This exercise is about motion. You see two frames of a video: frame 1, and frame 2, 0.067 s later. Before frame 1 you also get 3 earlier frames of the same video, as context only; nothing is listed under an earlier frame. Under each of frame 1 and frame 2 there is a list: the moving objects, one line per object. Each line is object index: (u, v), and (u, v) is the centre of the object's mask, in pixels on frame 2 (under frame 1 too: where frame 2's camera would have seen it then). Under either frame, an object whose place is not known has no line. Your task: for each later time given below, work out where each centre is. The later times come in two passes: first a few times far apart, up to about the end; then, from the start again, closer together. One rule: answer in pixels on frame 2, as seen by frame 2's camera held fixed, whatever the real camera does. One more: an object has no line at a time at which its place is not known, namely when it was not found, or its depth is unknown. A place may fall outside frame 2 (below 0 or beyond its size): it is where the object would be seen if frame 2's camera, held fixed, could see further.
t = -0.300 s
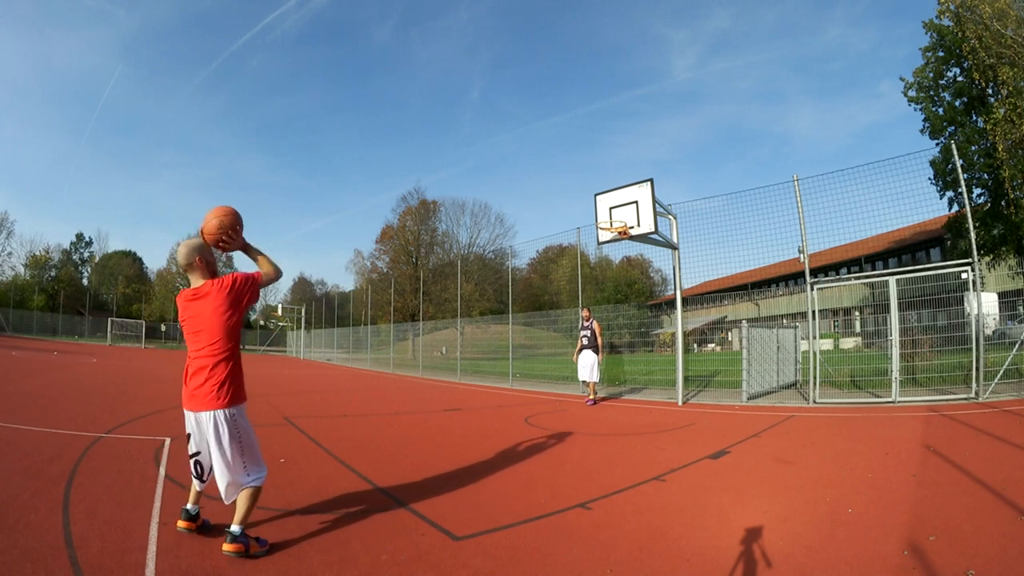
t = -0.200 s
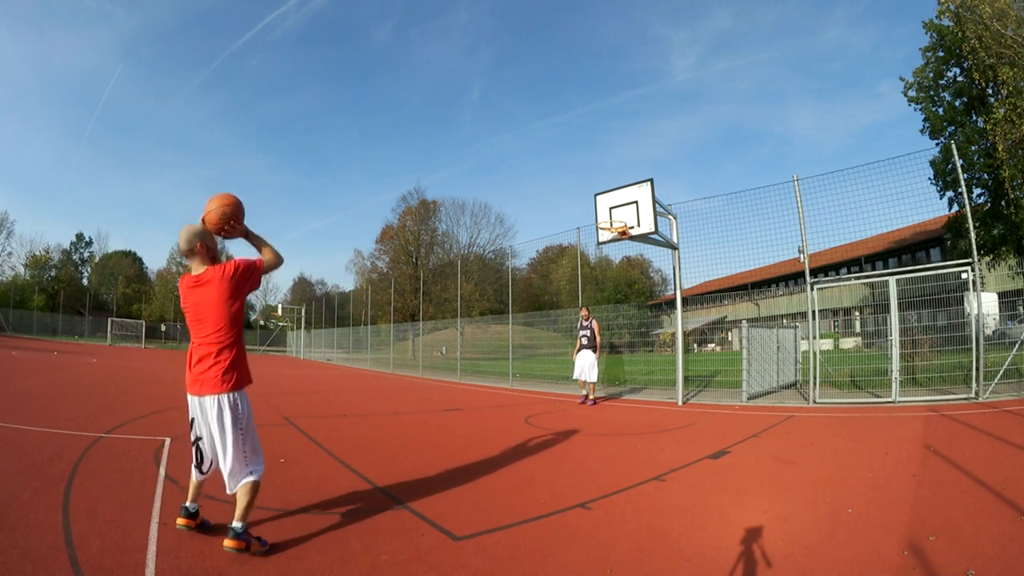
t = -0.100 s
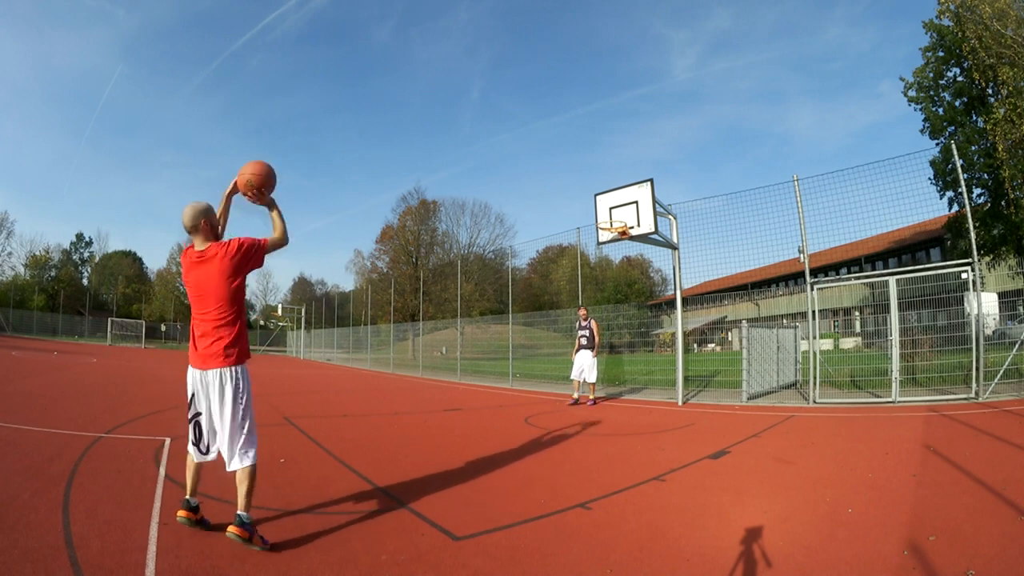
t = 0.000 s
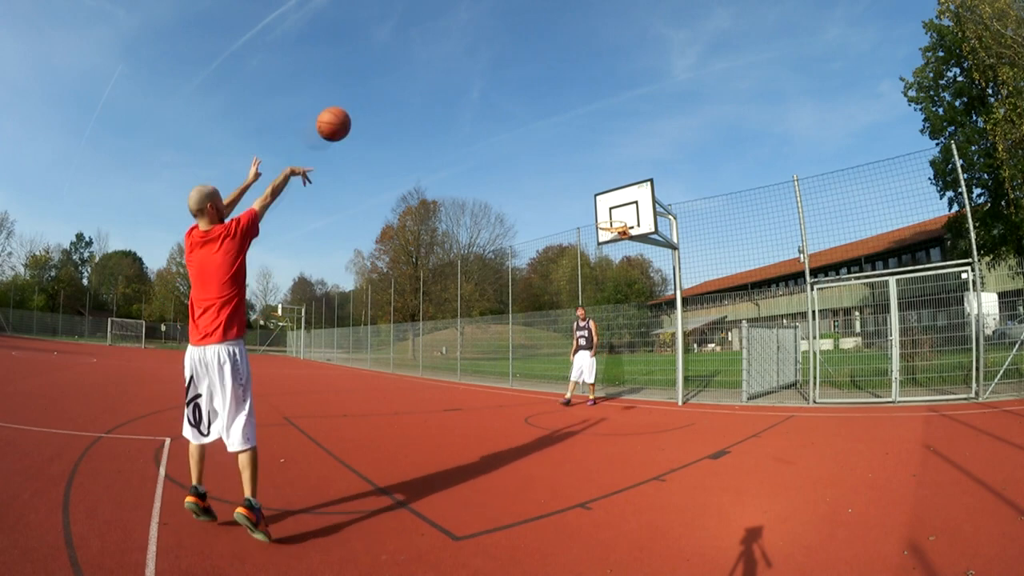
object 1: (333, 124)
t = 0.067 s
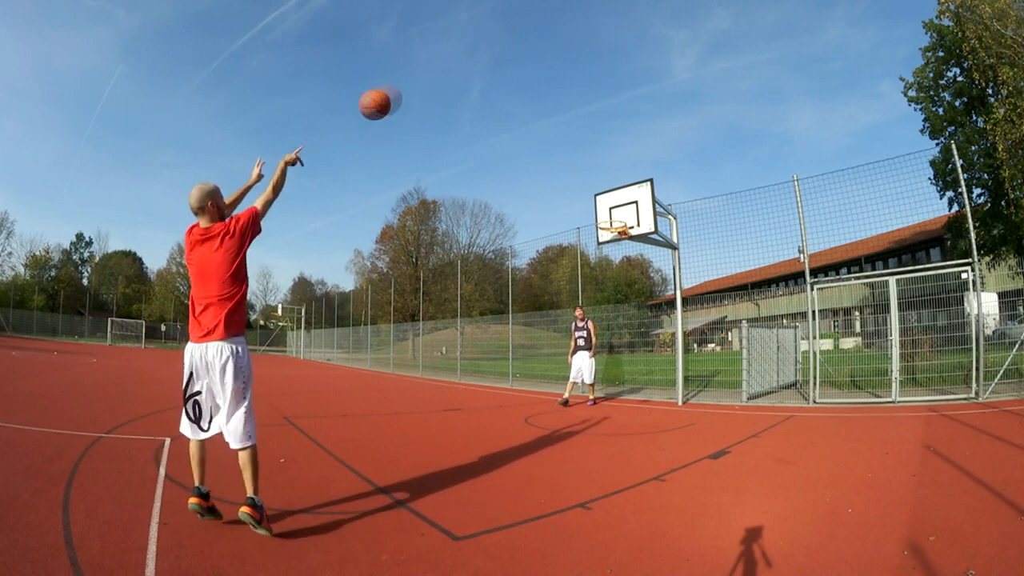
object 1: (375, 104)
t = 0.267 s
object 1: (470, 84)
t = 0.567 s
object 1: (549, 120)
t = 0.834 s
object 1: (594, 188)
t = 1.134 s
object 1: (616, 249)
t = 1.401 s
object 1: (621, 305)
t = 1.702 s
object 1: (626, 407)
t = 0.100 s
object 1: (398, 95)
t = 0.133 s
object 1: (415, 90)
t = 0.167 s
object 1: (429, 87)
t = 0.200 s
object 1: (447, 85)
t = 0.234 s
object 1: (459, 84)
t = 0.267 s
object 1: (470, 84)
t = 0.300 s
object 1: (483, 86)
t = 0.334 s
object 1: (493, 87)
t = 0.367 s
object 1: (502, 90)
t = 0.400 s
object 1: (512, 94)
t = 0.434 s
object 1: (521, 98)
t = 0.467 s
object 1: (527, 103)
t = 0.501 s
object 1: (536, 109)
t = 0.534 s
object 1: (543, 114)
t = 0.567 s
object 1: (549, 120)
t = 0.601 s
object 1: (556, 128)
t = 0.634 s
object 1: (563, 135)
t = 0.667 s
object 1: (568, 142)
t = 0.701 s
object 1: (574, 152)
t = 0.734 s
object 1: (580, 161)
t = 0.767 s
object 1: (584, 168)
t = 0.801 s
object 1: (590, 179)
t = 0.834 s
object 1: (594, 188)
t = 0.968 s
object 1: (611, 230)
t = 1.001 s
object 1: (613, 238)
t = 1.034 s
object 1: (614, 239)
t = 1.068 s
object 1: (614, 242)
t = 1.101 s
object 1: (615, 246)
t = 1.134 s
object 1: (616, 249)
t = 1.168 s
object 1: (616, 253)
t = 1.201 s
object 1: (617, 258)
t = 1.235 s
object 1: (617, 264)
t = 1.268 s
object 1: (618, 270)
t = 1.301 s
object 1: (619, 278)
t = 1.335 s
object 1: (619, 287)
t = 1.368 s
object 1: (620, 295)
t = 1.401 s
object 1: (621, 305)
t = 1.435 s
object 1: (621, 317)
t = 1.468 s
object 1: (622, 326)
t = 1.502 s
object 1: (622, 340)
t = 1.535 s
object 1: (623, 356)
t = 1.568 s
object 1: (624, 365)
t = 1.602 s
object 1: (624, 382)
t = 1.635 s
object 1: (625, 399)
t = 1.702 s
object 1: (626, 407)
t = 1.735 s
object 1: (626, 394)
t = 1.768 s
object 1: (626, 385)
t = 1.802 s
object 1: (627, 375)
